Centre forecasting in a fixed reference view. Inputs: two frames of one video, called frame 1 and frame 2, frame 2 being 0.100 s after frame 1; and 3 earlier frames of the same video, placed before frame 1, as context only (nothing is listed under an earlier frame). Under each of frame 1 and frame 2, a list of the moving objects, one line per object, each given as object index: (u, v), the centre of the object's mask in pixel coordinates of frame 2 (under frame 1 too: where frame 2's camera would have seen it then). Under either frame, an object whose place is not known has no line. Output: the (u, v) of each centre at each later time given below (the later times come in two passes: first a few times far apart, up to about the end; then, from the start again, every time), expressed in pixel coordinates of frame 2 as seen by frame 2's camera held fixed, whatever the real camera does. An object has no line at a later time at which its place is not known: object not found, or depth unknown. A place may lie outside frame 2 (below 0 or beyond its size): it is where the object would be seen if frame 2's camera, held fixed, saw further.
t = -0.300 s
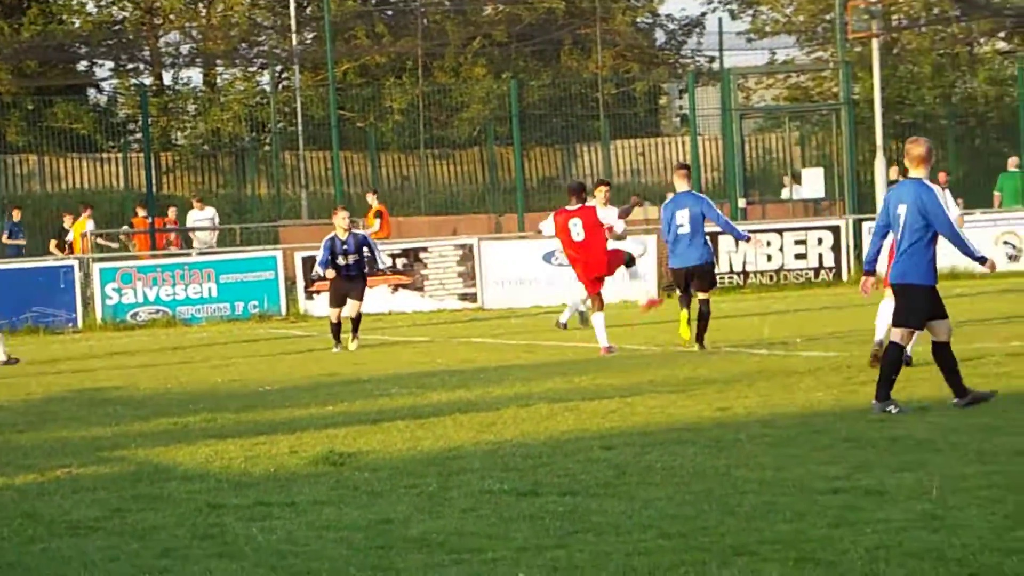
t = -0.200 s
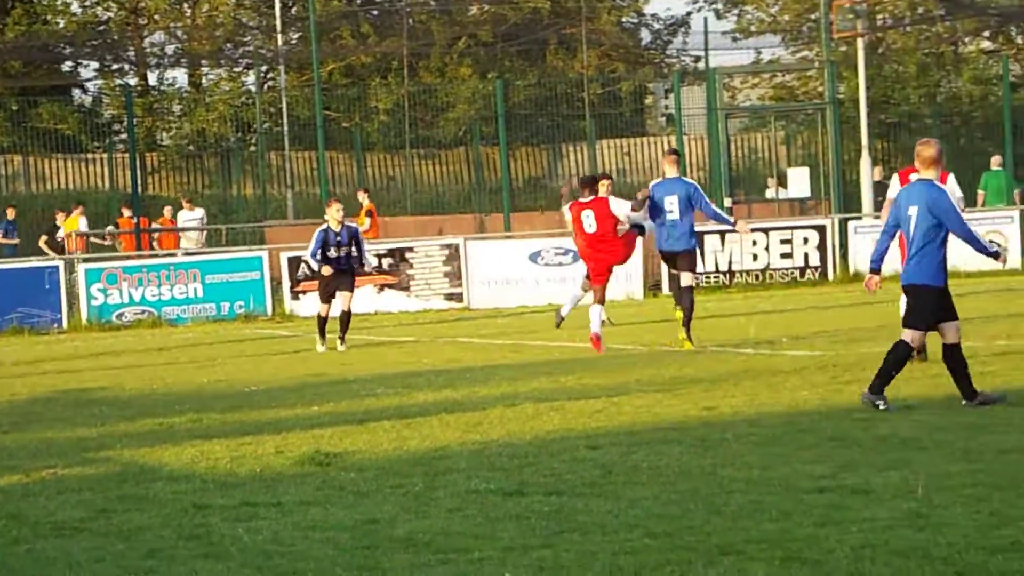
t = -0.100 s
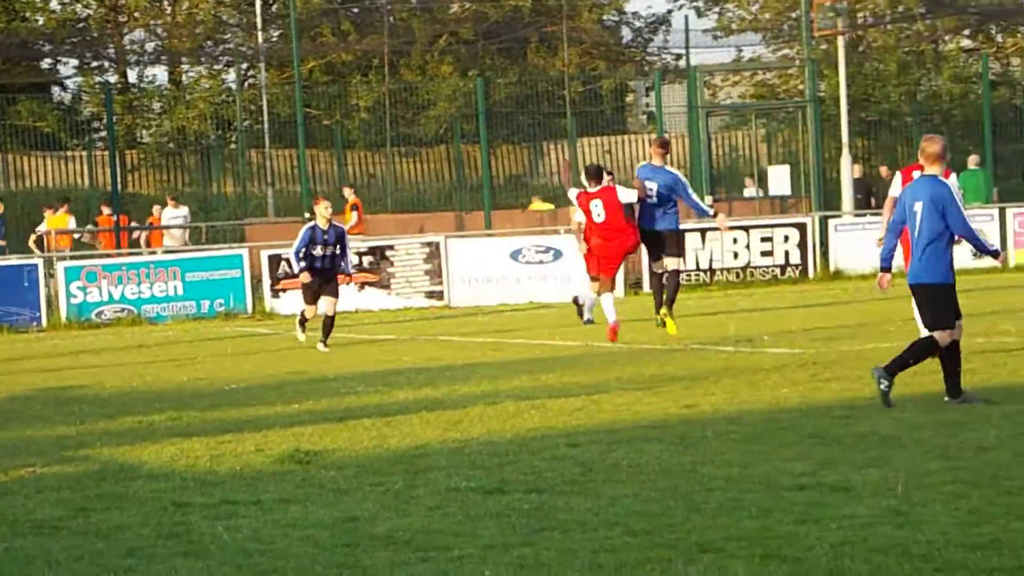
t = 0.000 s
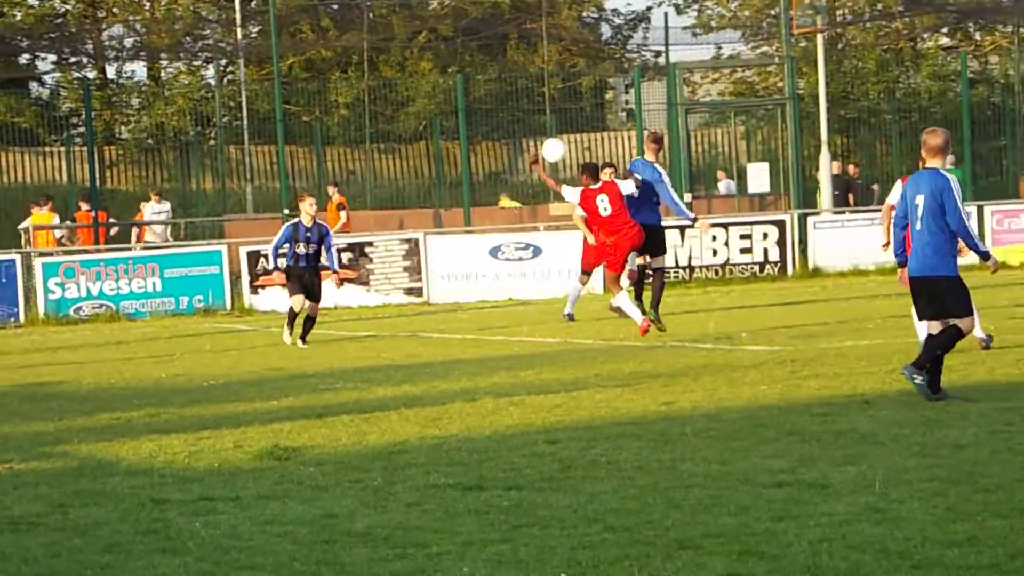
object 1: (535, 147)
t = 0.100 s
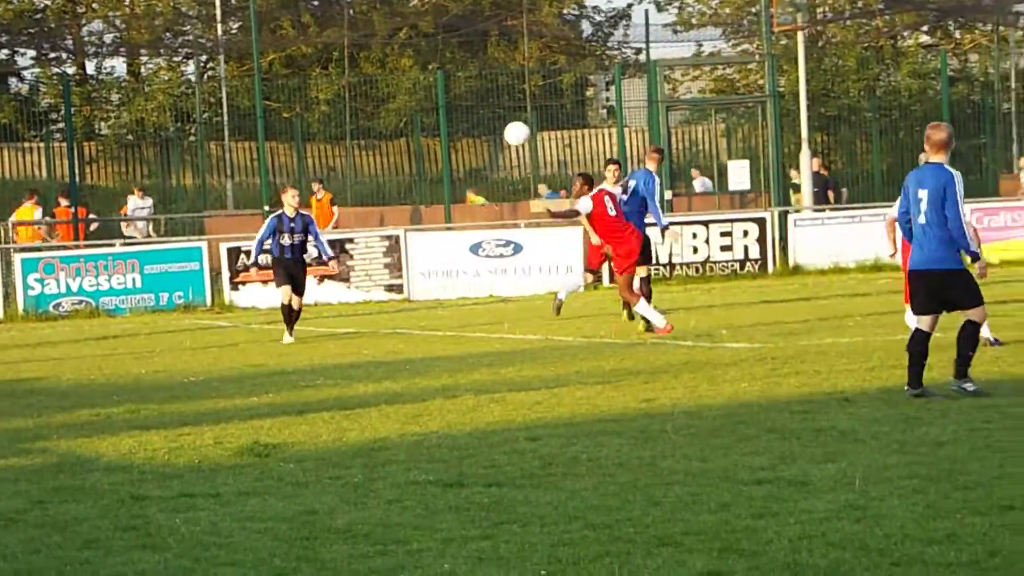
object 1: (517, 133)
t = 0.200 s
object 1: (500, 130)
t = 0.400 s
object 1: (466, 154)
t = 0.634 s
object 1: (433, 235)
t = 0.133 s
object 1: (511, 131)
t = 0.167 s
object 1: (505, 130)
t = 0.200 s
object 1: (500, 130)
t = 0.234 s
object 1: (494, 131)
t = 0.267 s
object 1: (488, 133)
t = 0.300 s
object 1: (482, 137)
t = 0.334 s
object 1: (477, 141)
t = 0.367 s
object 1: (472, 147)
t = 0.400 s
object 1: (466, 154)
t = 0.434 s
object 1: (462, 163)
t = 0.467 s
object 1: (457, 172)
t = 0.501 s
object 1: (452, 183)
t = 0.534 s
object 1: (447, 194)
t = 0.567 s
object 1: (442, 207)
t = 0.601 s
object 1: (437, 221)
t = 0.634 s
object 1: (433, 235)
